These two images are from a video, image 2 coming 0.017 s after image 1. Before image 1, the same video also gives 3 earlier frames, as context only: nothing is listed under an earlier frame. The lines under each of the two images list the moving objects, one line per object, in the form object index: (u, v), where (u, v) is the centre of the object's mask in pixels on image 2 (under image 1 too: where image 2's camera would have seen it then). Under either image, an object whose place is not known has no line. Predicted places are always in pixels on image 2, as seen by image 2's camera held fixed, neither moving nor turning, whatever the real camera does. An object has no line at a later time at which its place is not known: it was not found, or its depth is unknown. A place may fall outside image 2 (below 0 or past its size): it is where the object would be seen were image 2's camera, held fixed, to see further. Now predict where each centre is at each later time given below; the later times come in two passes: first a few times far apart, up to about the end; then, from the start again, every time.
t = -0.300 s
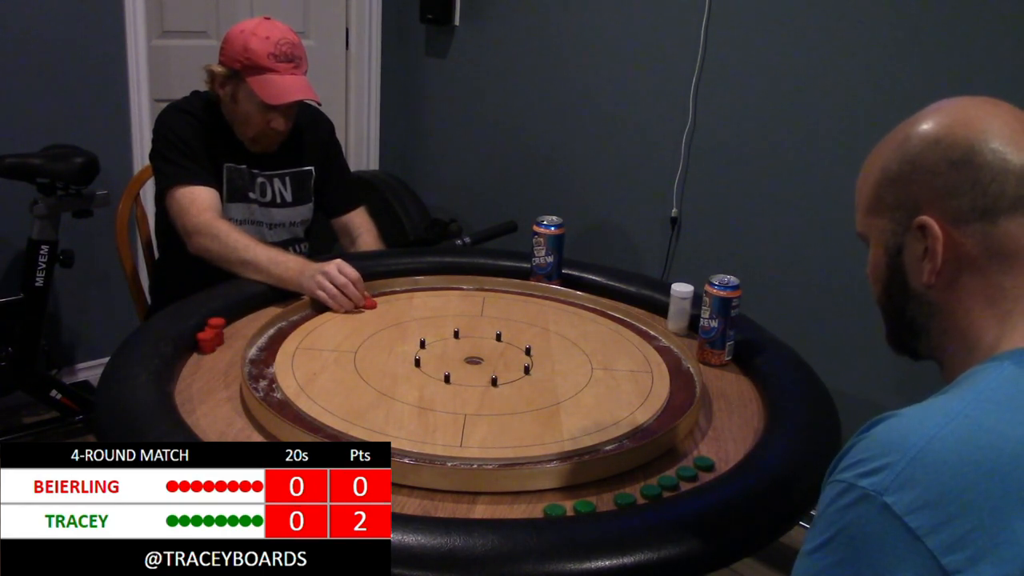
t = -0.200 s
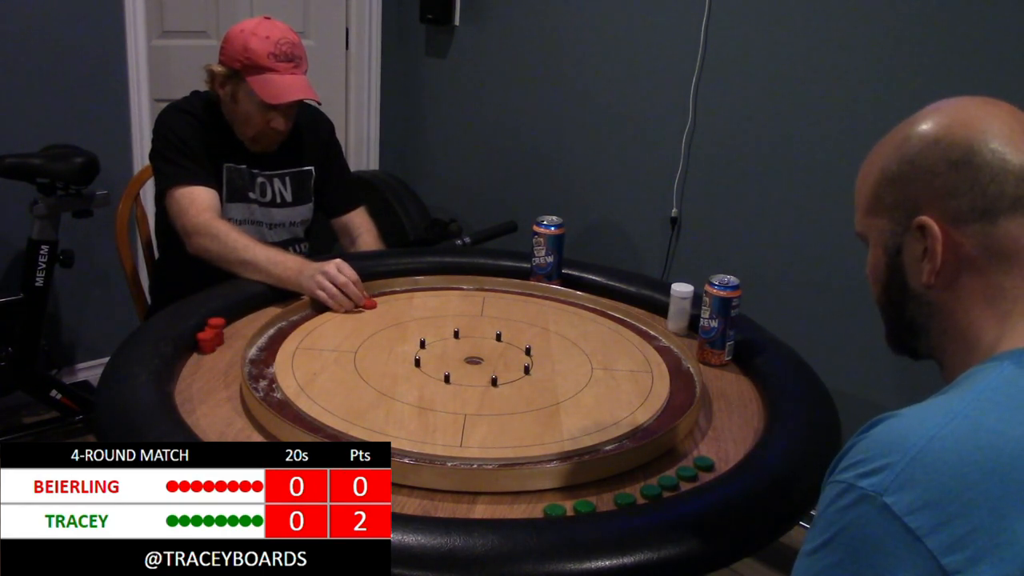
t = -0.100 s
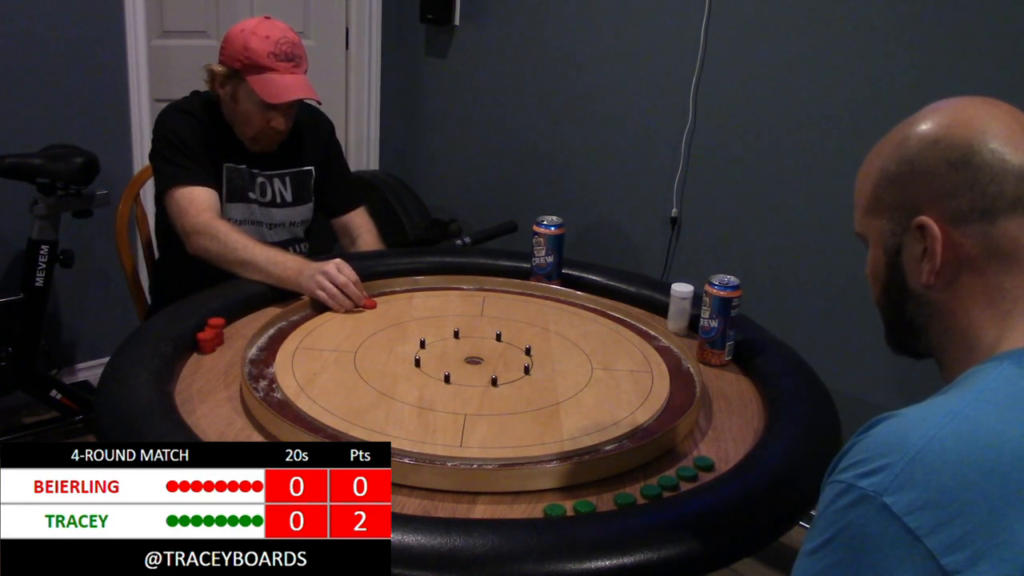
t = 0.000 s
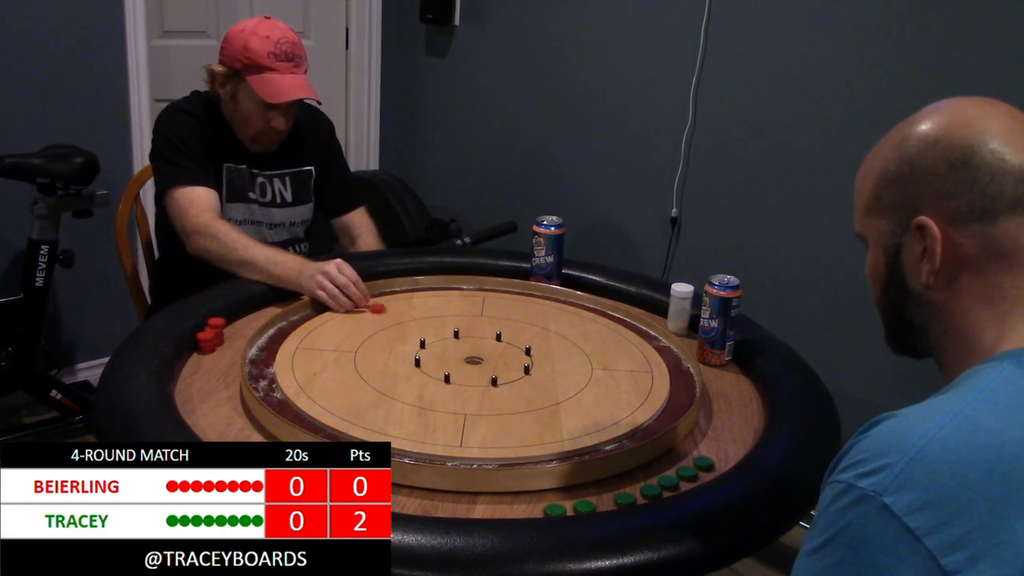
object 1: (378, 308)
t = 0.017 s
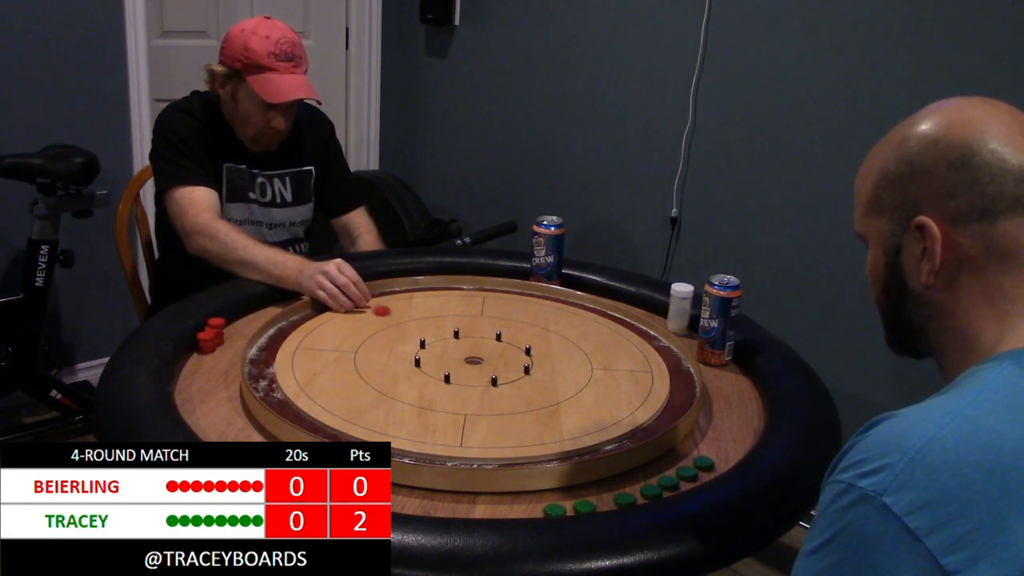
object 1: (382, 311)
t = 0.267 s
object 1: (450, 345)
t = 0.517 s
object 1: (474, 359)
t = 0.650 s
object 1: (474, 360)
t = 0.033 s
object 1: (387, 313)
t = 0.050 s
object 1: (392, 315)
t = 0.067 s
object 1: (397, 318)
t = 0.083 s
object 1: (401, 320)
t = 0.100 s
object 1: (406, 323)
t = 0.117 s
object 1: (410, 325)
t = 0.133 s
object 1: (415, 327)
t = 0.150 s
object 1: (420, 329)
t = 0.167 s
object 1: (425, 332)
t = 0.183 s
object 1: (429, 334)
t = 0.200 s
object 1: (433, 336)
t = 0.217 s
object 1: (438, 338)
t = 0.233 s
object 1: (442, 340)
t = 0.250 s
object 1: (445, 343)
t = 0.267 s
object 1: (450, 345)
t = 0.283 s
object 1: (453, 347)
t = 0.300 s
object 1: (457, 348)
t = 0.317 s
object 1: (461, 350)
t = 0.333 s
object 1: (464, 352)
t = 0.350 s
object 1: (467, 353)
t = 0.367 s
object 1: (472, 357)
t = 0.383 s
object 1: (474, 358)
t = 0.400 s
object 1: (474, 359)
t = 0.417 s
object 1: (474, 359)
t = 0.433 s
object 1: (474, 359)
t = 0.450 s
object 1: (473, 359)
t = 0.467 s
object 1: (474, 359)
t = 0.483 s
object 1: (474, 359)
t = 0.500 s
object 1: (474, 359)
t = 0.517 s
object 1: (474, 359)
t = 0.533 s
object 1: (474, 359)
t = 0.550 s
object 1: (474, 359)
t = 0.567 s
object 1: (474, 360)
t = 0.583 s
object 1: (474, 359)
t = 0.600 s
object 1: (474, 359)
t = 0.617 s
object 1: (474, 360)
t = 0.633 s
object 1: (474, 360)
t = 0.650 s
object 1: (474, 360)
